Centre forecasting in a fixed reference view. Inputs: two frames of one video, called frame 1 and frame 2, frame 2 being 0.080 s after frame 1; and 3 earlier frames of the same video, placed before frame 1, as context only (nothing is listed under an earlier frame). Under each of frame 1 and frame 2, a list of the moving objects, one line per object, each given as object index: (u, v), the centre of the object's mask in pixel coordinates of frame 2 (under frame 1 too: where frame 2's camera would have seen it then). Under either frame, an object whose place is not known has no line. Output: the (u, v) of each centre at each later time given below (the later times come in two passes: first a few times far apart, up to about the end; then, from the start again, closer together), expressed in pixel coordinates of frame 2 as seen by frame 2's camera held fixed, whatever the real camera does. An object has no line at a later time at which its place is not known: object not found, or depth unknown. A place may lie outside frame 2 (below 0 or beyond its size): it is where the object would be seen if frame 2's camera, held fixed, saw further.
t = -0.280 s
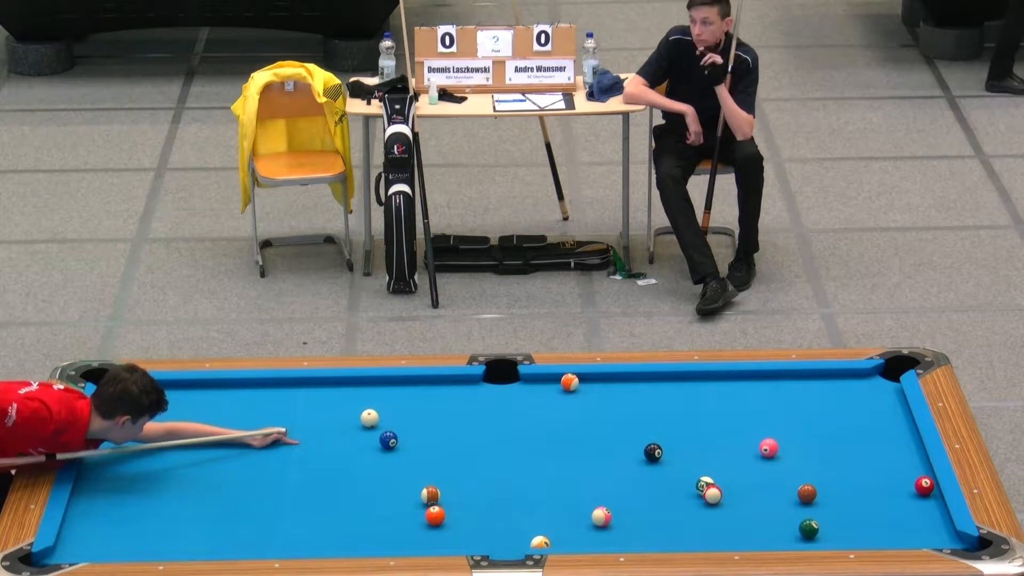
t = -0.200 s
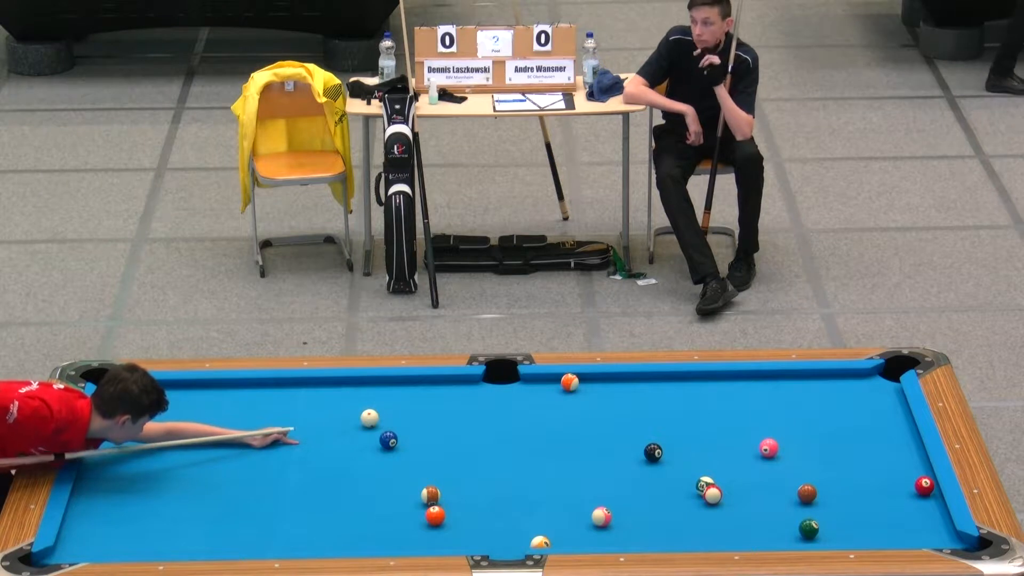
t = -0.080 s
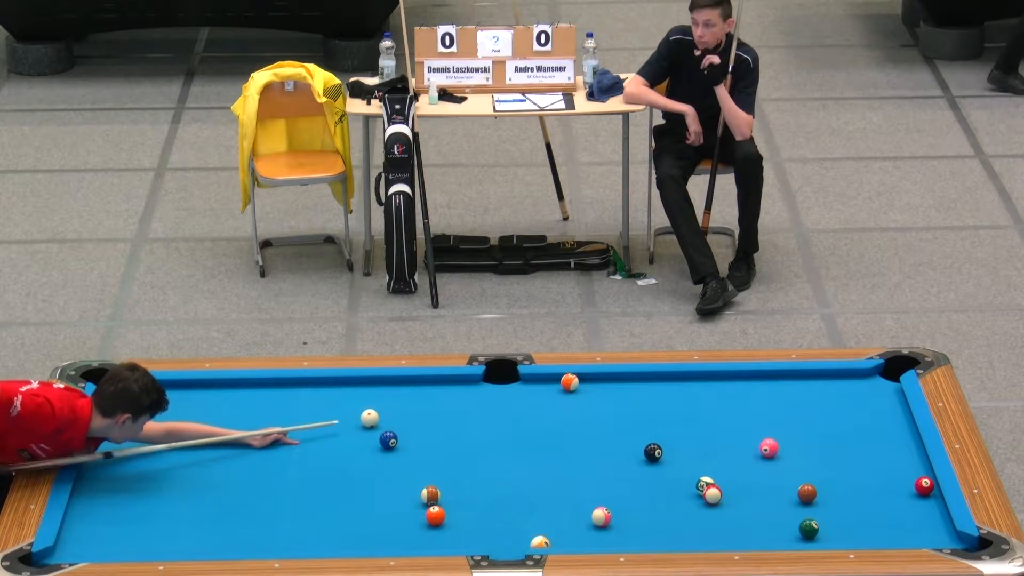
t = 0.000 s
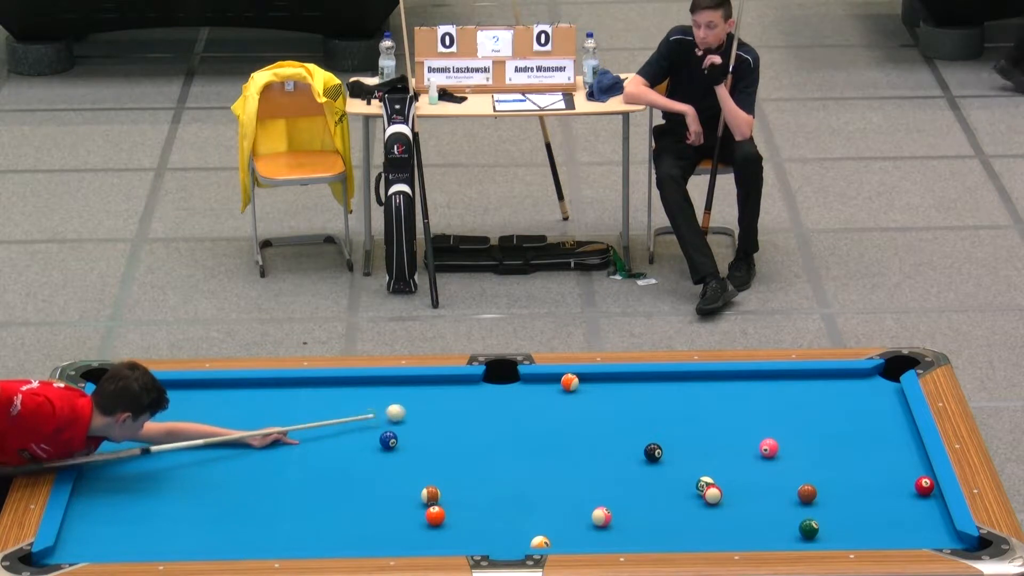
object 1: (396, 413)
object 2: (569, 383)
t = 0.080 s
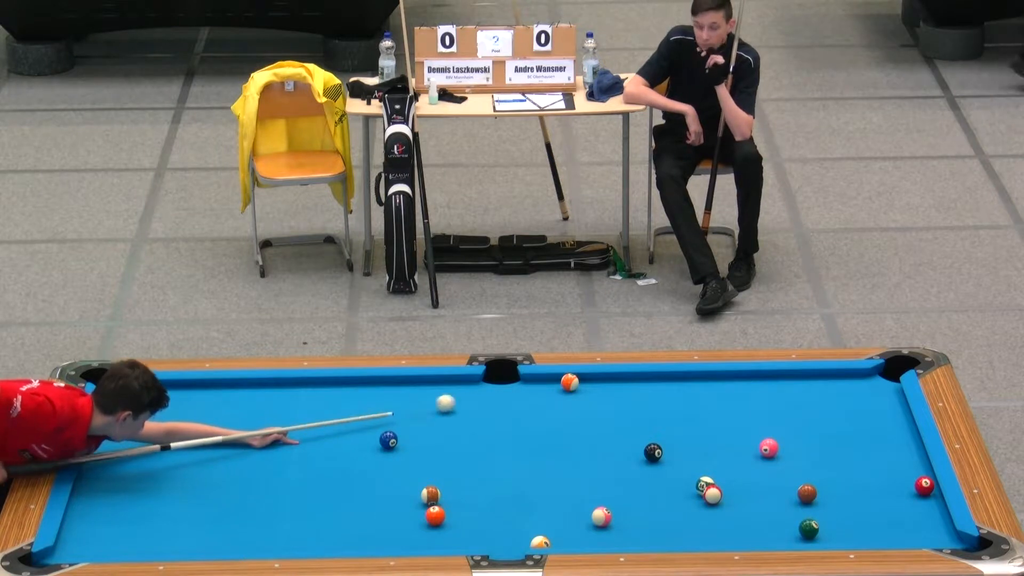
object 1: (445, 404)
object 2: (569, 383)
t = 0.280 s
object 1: (551, 383)
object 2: (570, 382)
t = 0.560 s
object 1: (562, 388)
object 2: (679, 379)
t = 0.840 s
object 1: (581, 398)
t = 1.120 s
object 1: (599, 407)
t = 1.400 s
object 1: (616, 416)
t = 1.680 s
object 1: (631, 423)
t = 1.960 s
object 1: (646, 431)
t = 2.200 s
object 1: (657, 436)
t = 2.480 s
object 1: (669, 443)
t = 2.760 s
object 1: (680, 448)
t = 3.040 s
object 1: (690, 453)
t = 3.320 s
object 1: (699, 457)
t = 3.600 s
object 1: (707, 460)
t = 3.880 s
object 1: (714, 463)
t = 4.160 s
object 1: (719, 465)
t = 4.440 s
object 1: (724, 466)
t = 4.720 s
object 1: (726, 467)
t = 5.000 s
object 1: (728, 467)
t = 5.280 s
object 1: (728, 467)
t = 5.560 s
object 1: (727, 467)
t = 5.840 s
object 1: (728, 467)
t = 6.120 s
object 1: (728, 467)
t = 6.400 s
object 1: (728, 467)
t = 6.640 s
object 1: (728, 467)
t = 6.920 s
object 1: (728, 467)
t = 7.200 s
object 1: (728, 467)
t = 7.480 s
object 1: (728, 467)
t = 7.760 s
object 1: (728, 467)
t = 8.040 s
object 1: (728, 467)
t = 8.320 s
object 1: (728, 467)
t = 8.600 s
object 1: (728, 467)
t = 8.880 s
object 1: (728, 467)
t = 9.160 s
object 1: (728, 467)
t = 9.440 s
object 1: (728, 467)
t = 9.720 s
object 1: (728, 467)
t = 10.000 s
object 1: (728, 467)
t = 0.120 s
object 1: (469, 399)
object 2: (569, 383)
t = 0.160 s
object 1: (491, 395)
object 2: (569, 383)
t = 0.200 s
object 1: (512, 391)
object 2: (569, 383)
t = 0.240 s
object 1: (532, 387)
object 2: (569, 383)
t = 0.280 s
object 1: (551, 383)
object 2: (570, 382)
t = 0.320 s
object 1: (552, 380)
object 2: (588, 382)
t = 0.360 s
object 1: (552, 379)
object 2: (606, 381)
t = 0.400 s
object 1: (553, 382)
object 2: (623, 381)
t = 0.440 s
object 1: (554, 383)
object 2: (639, 381)
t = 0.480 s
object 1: (556, 385)
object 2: (653, 380)
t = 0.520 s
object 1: (559, 387)
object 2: (667, 380)
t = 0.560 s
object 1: (562, 388)
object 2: (679, 379)
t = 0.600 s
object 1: (564, 389)
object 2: (692, 379)
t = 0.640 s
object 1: (567, 391)
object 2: (704, 379)
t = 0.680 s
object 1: (570, 392)
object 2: (716, 378)
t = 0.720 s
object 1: (573, 394)
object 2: (729, 378)
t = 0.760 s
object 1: (575, 395)
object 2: (741, 377)
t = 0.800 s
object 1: (578, 396)
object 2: (753, 377)
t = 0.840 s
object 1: (581, 398)
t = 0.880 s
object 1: (584, 399)
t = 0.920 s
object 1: (586, 401)
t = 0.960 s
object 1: (589, 402)
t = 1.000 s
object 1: (591, 403)
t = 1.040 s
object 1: (594, 404)
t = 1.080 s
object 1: (597, 406)
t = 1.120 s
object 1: (599, 407)
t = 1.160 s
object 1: (601, 408)
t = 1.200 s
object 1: (604, 409)
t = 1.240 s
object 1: (606, 411)
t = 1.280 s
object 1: (609, 412)
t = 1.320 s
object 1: (611, 413)
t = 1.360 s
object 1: (613, 414)
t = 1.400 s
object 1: (616, 416)
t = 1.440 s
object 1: (618, 417)
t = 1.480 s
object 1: (620, 418)
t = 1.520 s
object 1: (622, 419)
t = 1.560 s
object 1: (624, 420)
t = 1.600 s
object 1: (627, 421)
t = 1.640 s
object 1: (629, 422)
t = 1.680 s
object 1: (631, 423)
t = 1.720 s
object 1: (633, 425)
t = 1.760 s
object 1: (635, 426)
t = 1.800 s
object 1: (638, 427)
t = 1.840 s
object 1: (640, 428)
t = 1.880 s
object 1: (642, 429)
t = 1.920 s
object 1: (644, 430)
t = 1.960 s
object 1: (646, 431)
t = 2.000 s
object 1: (648, 432)
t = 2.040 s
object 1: (649, 432)
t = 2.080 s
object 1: (651, 433)
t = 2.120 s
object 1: (653, 434)
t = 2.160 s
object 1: (655, 435)
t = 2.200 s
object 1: (657, 436)
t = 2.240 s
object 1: (659, 436)
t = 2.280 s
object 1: (661, 437)
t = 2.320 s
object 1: (663, 438)
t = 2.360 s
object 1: (665, 439)
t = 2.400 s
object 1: (666, 441)
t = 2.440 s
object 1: (668, 441)
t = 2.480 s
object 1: (669, 443)
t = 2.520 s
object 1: (670, 444)
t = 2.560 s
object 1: (672, 444)
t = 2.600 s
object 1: (673, 445)
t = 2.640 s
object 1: (675, 446)
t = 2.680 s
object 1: (677, 447)
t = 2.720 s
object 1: (678, 448)
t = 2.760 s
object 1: (680, 448)
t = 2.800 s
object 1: (681, 449)
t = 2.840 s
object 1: (683, 450)
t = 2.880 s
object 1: (684, 450)
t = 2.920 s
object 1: (686, 451)
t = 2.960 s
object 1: (687, 452)
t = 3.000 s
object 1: (688, 452)
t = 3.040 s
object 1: (690, 453)
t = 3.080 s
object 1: (691, 453)
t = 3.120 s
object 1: (693, 454)
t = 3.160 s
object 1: (694, 455)
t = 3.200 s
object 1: (695, 455)
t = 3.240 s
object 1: (696, 456)
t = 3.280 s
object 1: (698, 457)
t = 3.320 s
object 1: (699, 457)
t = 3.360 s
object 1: (700, 458)
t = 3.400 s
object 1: (701, 458)
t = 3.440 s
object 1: (702, 459)
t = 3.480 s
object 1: (704, 459)
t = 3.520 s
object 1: (705, 460)
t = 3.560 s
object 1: (706, 460)
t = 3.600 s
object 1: (707, 460)
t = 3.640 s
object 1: (708, 461)
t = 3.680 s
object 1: (709, 461)
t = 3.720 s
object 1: (710, 462)
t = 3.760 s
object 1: (711, 462)
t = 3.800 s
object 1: (712, 462)
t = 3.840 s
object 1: (713, 463)
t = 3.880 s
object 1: (714, 463)
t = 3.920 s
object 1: (715, 463)
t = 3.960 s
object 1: (716, 463)
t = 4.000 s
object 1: (716, 464)
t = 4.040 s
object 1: (717, 464)
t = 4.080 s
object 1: (718, 464)
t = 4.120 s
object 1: (719, 465)
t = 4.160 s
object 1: (719, 465)
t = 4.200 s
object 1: (720, 465)
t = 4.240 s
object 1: (721, 465)
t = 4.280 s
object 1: (722, 466)
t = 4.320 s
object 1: (722, 466)
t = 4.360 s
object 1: (723, 466)
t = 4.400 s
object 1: (723, 466)
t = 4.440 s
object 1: (724, 466)
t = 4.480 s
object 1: (724, 466)
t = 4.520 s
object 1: (725, 466)
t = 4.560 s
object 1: (725, 466)
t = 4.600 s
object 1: (725, 467)
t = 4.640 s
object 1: (726, 467)
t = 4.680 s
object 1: (726, 467)
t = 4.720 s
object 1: (726, 467)
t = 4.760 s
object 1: (727, 467)
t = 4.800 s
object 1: (727, 467)
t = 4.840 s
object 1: (727, 467)
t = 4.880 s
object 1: (727, 467)
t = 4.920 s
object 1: (727, 467)
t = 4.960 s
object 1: (728, 467)
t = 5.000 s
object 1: (728, 467)
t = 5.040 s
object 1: (728, 467)
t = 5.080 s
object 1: (728, 467)
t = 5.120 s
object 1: (728, 467)
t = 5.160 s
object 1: (728, 467)
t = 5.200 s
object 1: (728, 467)
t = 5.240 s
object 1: (728, 467)
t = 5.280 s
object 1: (728, 467)
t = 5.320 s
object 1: (727, 467)
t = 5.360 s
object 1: (728, 467)
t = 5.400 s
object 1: (727, 467)
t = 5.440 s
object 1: (727, 467)
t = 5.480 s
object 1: (727, 467)
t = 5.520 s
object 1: (727, 467)
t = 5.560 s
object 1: (727, 467)
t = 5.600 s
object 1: (727, 467)
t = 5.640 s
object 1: (727, 467)
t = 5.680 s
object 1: (728, 467)
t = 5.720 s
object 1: (728, 467)
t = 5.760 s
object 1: (728, 467)
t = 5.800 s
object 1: (728, 467)
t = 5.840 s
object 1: (728, 467)
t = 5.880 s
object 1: (728, 467)
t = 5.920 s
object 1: (728, 467)
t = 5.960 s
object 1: (728, 467)
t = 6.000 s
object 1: (728, 467)
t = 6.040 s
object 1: (728, 467)
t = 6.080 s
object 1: (728, 467)
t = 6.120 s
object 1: (728, 467)
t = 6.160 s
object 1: (728, 467)
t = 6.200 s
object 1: (728, 467)
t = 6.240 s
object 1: (728, 467)
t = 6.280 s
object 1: (728, 467)
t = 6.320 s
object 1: (728, 467)
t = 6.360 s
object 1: (728, 467)
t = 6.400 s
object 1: (728, 467)
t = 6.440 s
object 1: (728, 467)
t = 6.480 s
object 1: (728, 467)
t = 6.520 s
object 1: (728, 467)
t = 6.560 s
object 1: (728, 467)
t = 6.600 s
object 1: (728, 467)
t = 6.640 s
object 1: (728, 467)
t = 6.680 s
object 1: (728, 467)
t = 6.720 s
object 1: (728, 467)
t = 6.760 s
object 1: (728, 467)
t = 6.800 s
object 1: (728, 467)
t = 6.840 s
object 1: (728, 467)
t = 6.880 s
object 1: (728, 467)
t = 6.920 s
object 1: (728, 467)
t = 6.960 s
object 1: (728, 467)
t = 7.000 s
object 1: (728, 467)
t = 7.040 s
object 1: (728, 467)
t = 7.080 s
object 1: (728, 467)
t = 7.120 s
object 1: (728, 467)
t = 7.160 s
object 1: (728, 467)
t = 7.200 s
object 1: (728, 467)
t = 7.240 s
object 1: (728, 467)
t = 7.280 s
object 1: (728, 467)
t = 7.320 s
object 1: (728, 467)
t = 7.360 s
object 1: (728, 467)
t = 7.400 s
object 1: (728, 467)
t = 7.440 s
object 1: (728, 467)
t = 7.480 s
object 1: (728, 467)
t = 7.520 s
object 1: (728, 467)
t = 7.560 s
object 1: (728, 467)
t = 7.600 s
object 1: (728, 467)
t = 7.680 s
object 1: (728, 467)
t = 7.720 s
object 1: (728, 467)
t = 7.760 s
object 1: (728, 467)
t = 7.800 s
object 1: (728, 467)
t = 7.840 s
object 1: (728, 467)
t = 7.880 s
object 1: (728, 467)
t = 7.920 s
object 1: (728, 467)
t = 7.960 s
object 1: (728, 467)
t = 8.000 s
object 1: (728, 467)
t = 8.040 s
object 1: (728, 467)
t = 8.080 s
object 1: (728, 467)
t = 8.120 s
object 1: (728, 467)
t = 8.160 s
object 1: (728, 467)
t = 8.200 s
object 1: (728, 467)
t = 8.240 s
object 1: (728, 467)
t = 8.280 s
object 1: (728, 467)
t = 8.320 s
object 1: (728, 467)
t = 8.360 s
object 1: (728, 467)
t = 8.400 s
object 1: (728, 467)
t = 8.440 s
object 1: (728, 467)
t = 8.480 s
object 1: (728, 467)
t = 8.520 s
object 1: (728, 467)
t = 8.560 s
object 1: (728, 467)
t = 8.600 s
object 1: (728, 467)
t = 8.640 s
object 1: (728, 467)
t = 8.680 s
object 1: (728, 467)
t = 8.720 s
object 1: (728, 467)
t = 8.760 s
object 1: (728, 467)
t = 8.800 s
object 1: (728, 467)
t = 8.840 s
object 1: (728, 467)
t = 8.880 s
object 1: (728, 467)
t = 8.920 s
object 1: (728, 467)
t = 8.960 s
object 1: (728, 467)
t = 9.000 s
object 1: (728, 467)
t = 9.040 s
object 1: (728, 467)
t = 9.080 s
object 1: (728, 467)
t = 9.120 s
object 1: (728, 467)
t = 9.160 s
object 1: (728, 467)
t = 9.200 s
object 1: (728, 467)
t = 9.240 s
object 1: (728, 467)
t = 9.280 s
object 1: (728, 467)
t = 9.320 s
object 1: (728, 467)
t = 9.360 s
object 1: (728, 467)
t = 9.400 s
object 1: (728, 467)
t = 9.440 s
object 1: (728, 467)
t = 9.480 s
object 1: (728, 467)
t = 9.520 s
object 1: (727, 467)
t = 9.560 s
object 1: (728, 467)
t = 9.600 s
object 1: (728, 467)
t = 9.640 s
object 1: (728, 467)
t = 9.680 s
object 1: (728, 467)
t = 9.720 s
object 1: (728, 467)
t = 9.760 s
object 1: (728, 467)
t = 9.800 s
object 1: (728, 467)
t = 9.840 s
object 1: (728, 467)
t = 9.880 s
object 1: (728, 467)
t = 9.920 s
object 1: (728, 467)
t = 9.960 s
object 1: (728, 467)
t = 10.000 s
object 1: (728, 467)
